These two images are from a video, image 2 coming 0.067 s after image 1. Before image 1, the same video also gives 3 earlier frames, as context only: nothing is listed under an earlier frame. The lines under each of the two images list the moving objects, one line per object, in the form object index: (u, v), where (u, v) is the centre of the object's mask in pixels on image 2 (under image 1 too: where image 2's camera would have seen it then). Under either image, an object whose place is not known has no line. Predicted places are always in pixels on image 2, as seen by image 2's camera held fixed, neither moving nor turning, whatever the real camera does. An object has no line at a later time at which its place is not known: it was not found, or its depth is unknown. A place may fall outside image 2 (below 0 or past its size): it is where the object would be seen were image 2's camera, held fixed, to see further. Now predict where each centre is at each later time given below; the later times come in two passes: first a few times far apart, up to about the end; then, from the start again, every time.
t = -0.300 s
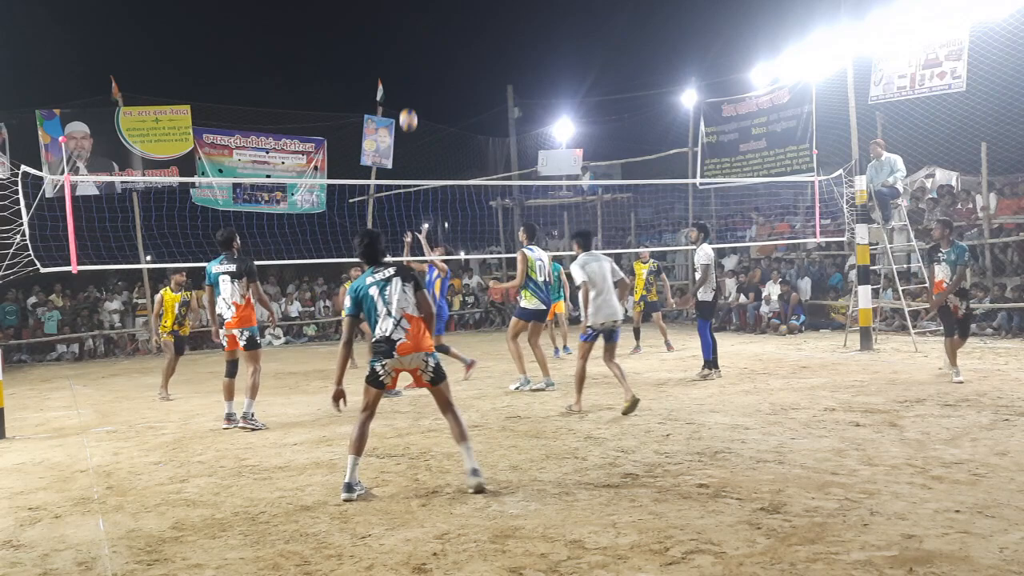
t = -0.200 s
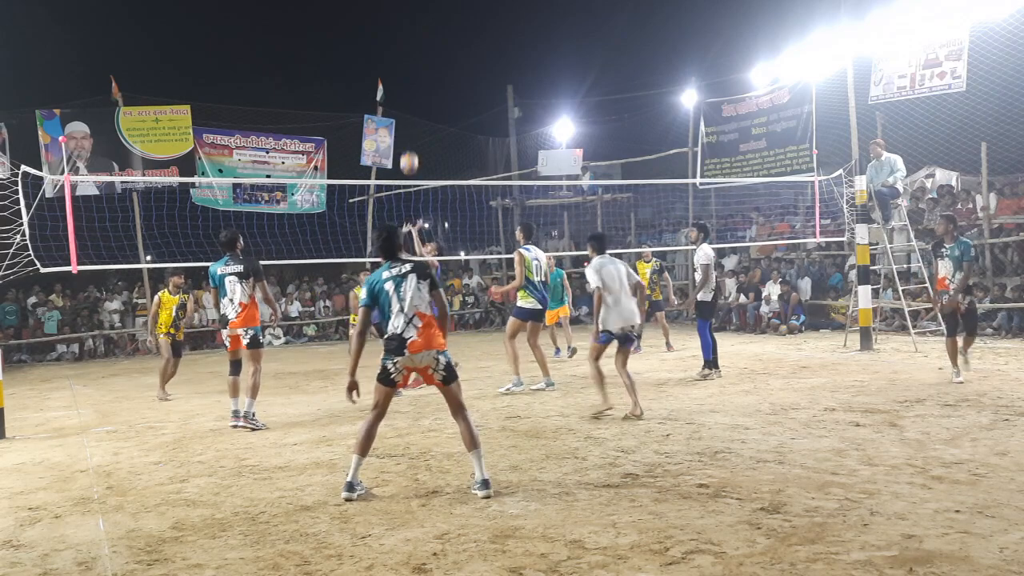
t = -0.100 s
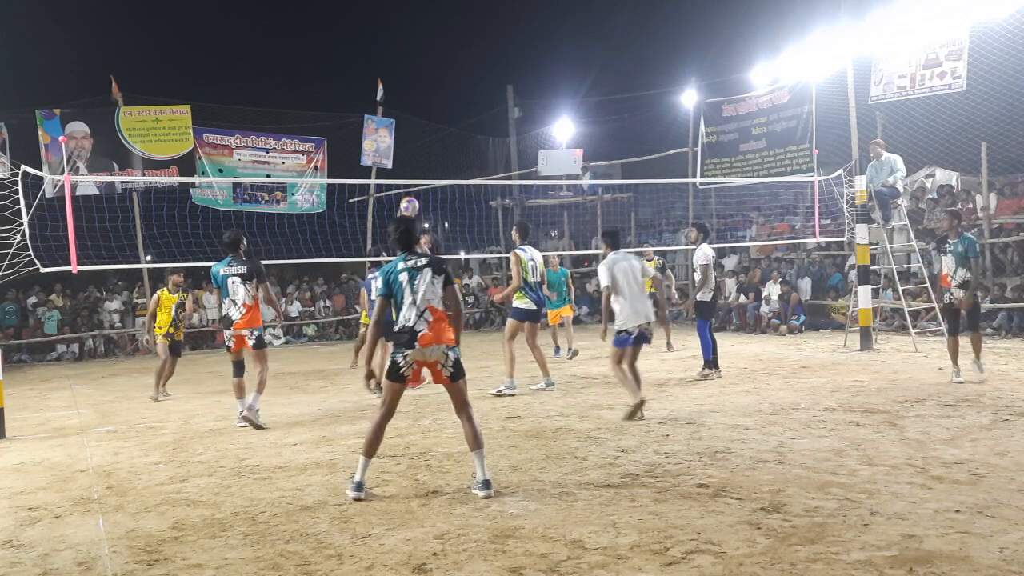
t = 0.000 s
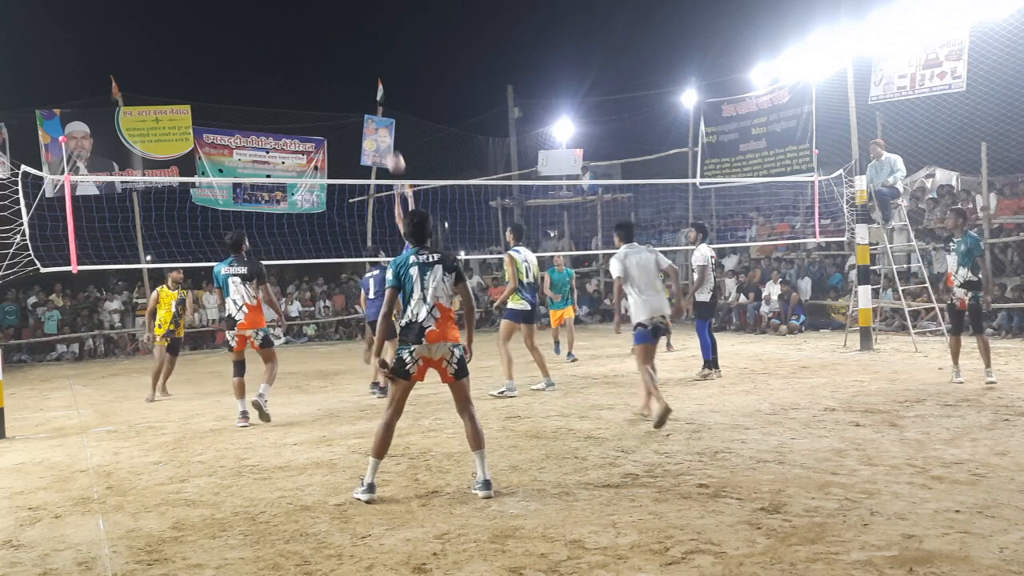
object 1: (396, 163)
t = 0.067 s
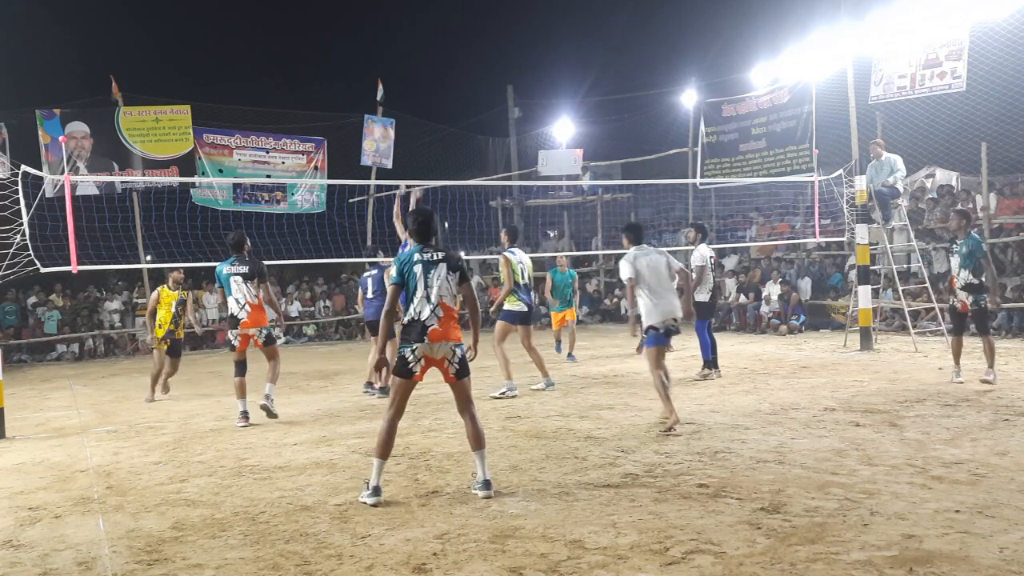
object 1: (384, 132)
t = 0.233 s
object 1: (356, 73)
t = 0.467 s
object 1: (318, 28)
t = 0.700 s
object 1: (283, 30)
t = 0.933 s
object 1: (250, 80)
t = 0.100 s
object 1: (377, 117)
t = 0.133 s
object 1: (372, 106)
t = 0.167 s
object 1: (367, 94)
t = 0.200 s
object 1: (361, 84)
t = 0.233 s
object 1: (356, 73)
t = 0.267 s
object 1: (350, 64)
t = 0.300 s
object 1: (345, 56)
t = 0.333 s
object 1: (339, 49)
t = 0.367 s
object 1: (334, 42)
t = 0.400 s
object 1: (329, 37)
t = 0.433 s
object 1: (323, 32)
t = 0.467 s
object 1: (318, 28)
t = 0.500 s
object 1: (313, 26)
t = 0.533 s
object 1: (308, 24)
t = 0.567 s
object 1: (303, 23)
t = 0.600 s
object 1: (298, 24)
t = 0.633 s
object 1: (293, 25)
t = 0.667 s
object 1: (288, 27)
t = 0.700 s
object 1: (283, 30)
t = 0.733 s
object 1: (278, 34)
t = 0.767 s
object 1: (273, 40)
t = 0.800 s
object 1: (268, 46)
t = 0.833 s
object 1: (264, 53)
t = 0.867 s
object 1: (259, 61)
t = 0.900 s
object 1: (254, 70)
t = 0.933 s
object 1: (250, 80)
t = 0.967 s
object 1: (245, 91)
